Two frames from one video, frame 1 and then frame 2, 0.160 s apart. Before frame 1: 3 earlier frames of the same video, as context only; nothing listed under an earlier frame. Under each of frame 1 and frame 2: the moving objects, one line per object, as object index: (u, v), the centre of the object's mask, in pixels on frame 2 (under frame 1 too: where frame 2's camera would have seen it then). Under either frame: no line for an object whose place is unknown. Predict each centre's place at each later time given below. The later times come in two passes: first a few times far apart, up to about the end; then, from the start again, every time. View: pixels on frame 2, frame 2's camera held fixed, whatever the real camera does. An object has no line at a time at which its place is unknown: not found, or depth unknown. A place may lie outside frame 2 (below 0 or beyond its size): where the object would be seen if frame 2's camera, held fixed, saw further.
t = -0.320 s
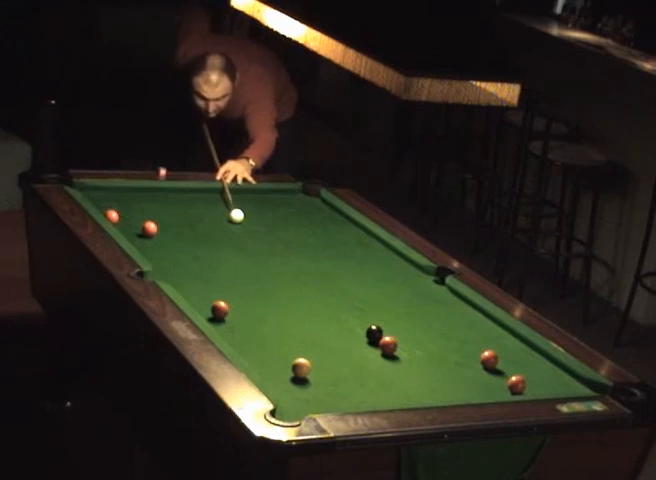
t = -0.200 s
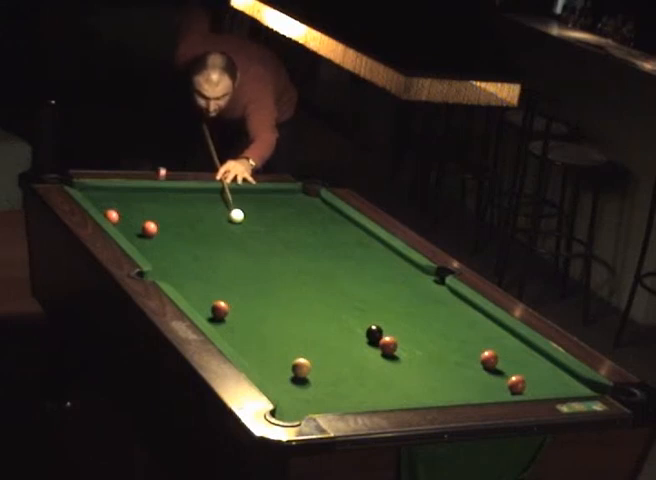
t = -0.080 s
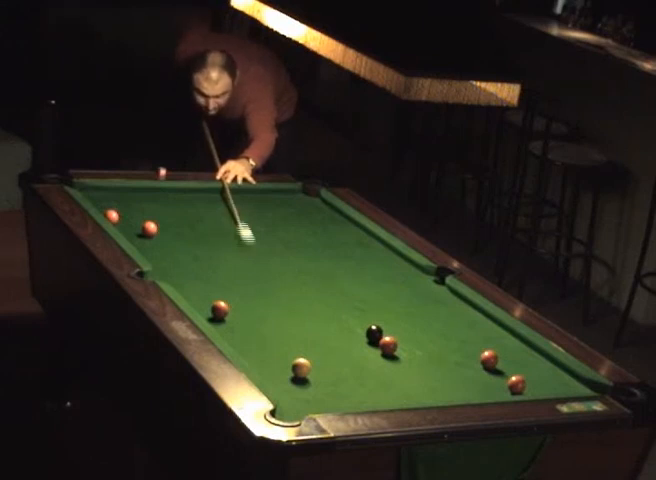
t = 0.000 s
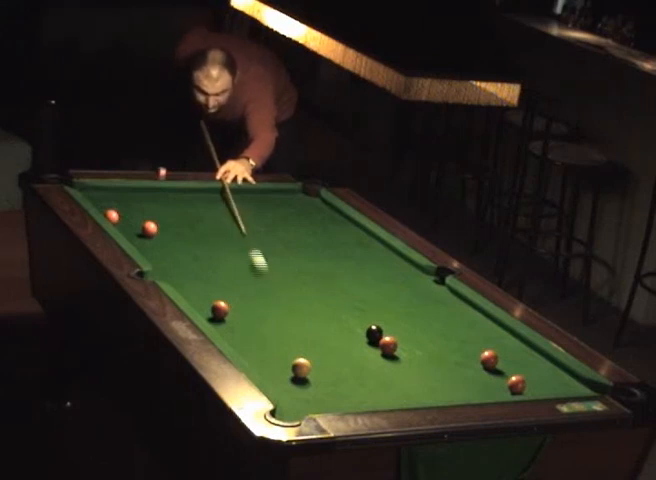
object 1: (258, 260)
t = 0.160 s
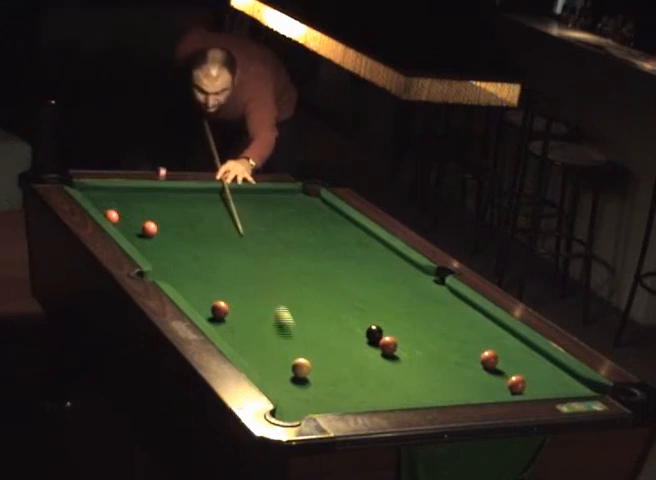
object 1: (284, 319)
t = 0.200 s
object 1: (291, 331)
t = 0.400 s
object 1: (341, 369)
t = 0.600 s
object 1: (399, 393)
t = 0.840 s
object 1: (413, 382)
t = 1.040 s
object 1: (411, 363)
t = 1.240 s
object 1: (408, 346)
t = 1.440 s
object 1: (406, 330)
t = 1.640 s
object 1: (405, 316)
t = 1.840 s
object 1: (404, 304)
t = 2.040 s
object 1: (402, 292)
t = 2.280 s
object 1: (401, 280)
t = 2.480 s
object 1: (400, 270)
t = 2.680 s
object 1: (400, 262)
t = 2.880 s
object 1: (397, 254)
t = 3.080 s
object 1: (385, 249)
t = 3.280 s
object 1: (375, 245)
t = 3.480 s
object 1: (365, 240)
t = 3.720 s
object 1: (356, 236)
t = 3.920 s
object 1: (350, 233)
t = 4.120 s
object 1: (344, 230)
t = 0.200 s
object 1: (291, 331)
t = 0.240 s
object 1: (297, 345)
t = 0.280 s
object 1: (307, 357)
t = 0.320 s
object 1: (318, 363)
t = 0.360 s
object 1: (329, 365)
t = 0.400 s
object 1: (341, 369)
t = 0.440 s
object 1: (353, 373)
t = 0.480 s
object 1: (364, 378)
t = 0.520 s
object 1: (375, 383)
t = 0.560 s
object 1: (388, 389)
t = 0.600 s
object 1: (399, 393)
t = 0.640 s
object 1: (410, 395)
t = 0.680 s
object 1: (415, 395)
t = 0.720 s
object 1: (414, 392)
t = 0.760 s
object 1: (414, 390)
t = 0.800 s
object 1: (413, 386)
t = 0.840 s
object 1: (413, 382)
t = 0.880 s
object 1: (413, 378)
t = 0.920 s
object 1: (412, 374)
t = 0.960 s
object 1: (412, 371)
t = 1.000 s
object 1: (411, 366)
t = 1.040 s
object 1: (411, 363)
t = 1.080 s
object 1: (410, 359)
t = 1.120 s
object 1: (410, 356)
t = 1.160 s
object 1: (409, 353)
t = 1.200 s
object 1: (409, 349)
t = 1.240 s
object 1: (408, 346)
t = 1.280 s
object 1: (408, 342)
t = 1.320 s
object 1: (408, 339)
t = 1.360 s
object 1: (407, 336)
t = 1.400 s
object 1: (407, 333)
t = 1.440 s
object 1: (406, 330)
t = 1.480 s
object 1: (406, 327)
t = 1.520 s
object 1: (406, 324)
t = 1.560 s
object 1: (405, 321)
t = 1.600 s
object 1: (405, 319)
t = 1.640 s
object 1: (405, 316)
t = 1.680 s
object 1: (405, 313)
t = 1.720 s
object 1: (404, 311)
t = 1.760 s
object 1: (404, 308)
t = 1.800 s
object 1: (404, 306)
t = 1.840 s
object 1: (404, 304)
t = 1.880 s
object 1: (403, 301)
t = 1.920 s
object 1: (403, 299)
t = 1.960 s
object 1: (403, 297)
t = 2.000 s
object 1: (402, 294)
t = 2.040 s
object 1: (402, 292)
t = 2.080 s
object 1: (402, 290)
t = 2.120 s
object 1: (402, 288)
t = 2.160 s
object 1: (402, 286)
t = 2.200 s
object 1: (401, 284)
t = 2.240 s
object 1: (401, 281)
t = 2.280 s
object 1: (401, 280)
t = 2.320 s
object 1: (401, 277)
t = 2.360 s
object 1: (401, 276)
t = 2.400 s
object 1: (400, 274)
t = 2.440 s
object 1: (400, 272)
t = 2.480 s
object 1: (400, 270)
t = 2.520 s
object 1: (400, 268)
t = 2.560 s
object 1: (400, 267)
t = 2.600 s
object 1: (400, 265)
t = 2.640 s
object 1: (400, 263)
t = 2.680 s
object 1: (400, 262)
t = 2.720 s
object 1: (399, 260)
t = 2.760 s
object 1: (399, 258)
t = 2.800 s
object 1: (399, 257)
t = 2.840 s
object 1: (399, 256)
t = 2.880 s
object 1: (397, 254)
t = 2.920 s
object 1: (394, 253)
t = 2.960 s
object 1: (392, 252)
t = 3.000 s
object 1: (389, 251)
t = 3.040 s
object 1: (387, 250)
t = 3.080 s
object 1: (385, 249)
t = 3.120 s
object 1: (383, 248)
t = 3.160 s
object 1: (380, 247)
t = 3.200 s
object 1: (378, 246)
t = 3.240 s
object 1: (376, 246)
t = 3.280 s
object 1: (375, 245)
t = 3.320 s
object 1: (372, 244)
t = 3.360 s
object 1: (371, 243)
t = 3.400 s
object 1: (369, 242)
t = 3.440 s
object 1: (367, 241)
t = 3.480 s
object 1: (365, 240)
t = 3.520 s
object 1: (363, 239)
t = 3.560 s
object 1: (362, 239)
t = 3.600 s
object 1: (360, 238)
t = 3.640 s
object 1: (359, 237)
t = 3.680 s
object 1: (357, 237)
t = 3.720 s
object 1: (356, 236)
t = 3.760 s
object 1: (355, 235)
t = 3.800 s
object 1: (353, 235)
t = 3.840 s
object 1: (352, 234)
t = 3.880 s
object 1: (351, 234)
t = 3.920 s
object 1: (350, 233)
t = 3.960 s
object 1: (348, 232)
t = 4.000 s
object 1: (347, 232)
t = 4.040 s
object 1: (346, 231)
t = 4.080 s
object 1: (345, 231)
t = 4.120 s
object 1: (344, 230)
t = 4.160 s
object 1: (343, 230)
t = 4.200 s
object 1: (342, 229)
